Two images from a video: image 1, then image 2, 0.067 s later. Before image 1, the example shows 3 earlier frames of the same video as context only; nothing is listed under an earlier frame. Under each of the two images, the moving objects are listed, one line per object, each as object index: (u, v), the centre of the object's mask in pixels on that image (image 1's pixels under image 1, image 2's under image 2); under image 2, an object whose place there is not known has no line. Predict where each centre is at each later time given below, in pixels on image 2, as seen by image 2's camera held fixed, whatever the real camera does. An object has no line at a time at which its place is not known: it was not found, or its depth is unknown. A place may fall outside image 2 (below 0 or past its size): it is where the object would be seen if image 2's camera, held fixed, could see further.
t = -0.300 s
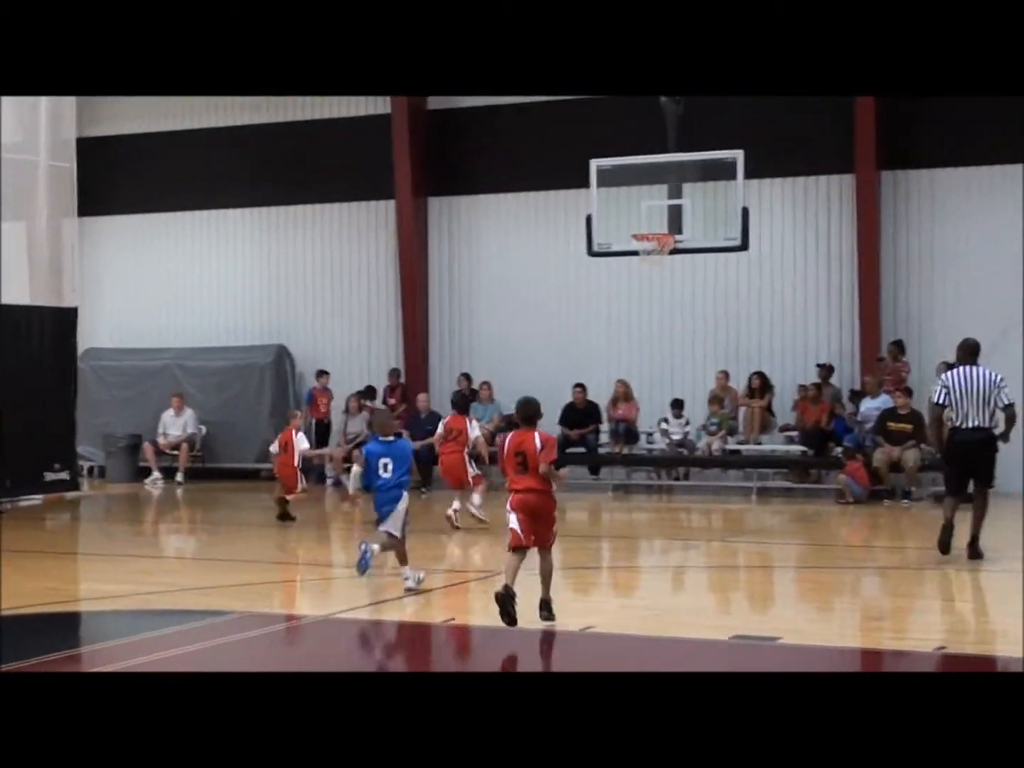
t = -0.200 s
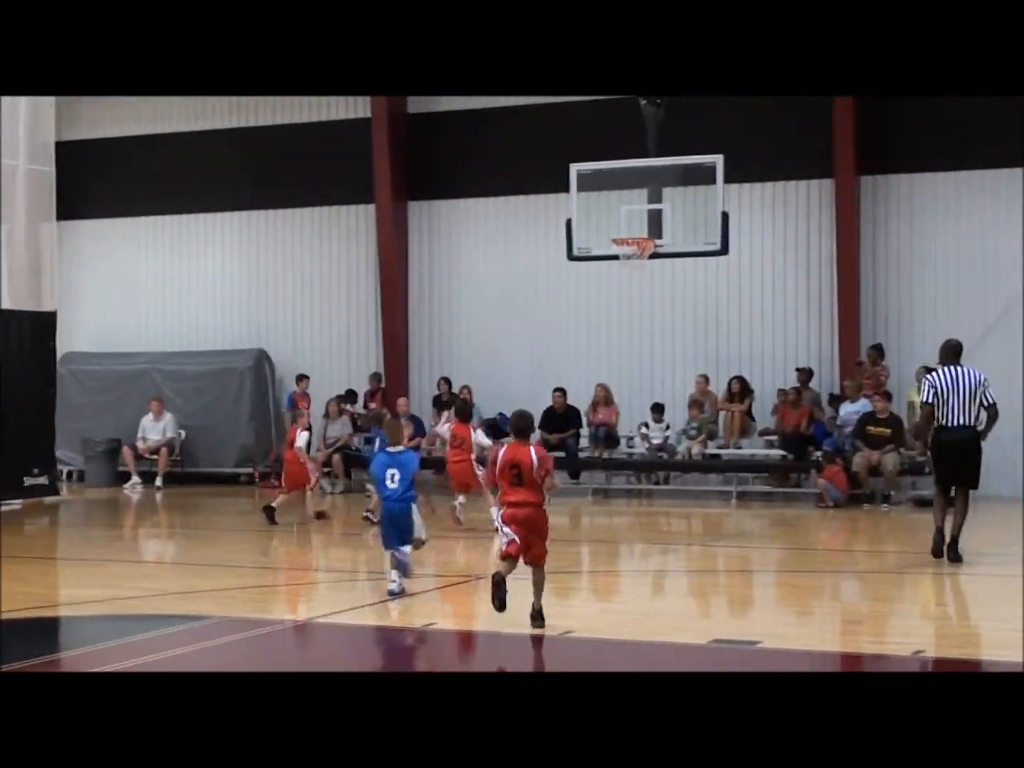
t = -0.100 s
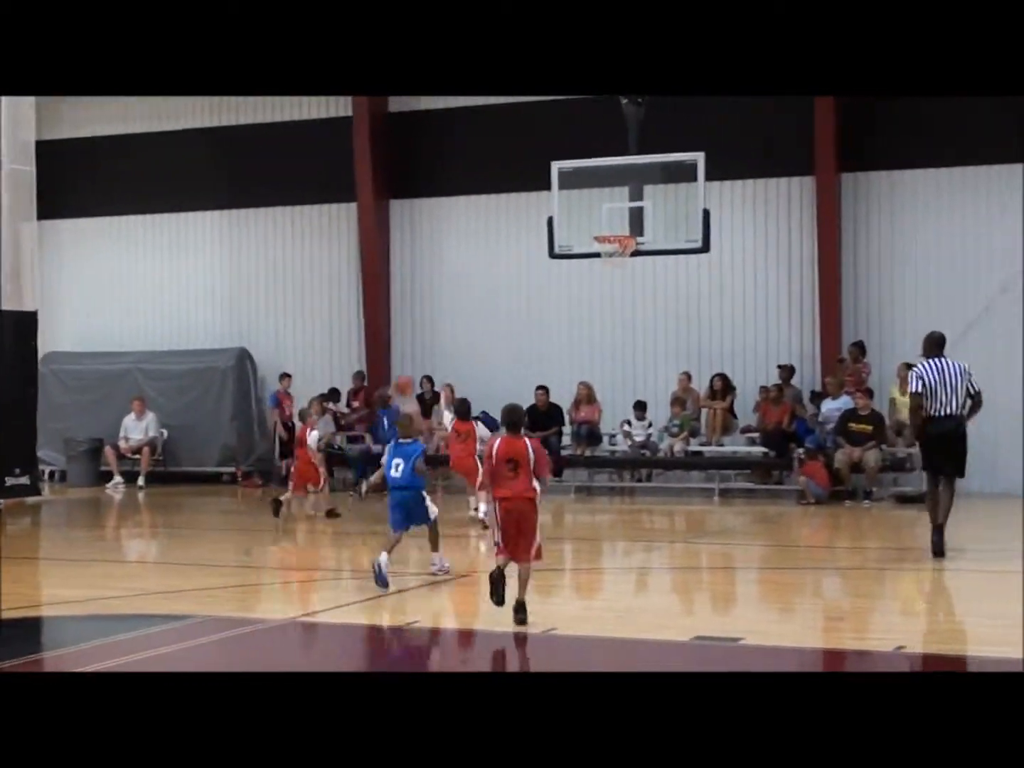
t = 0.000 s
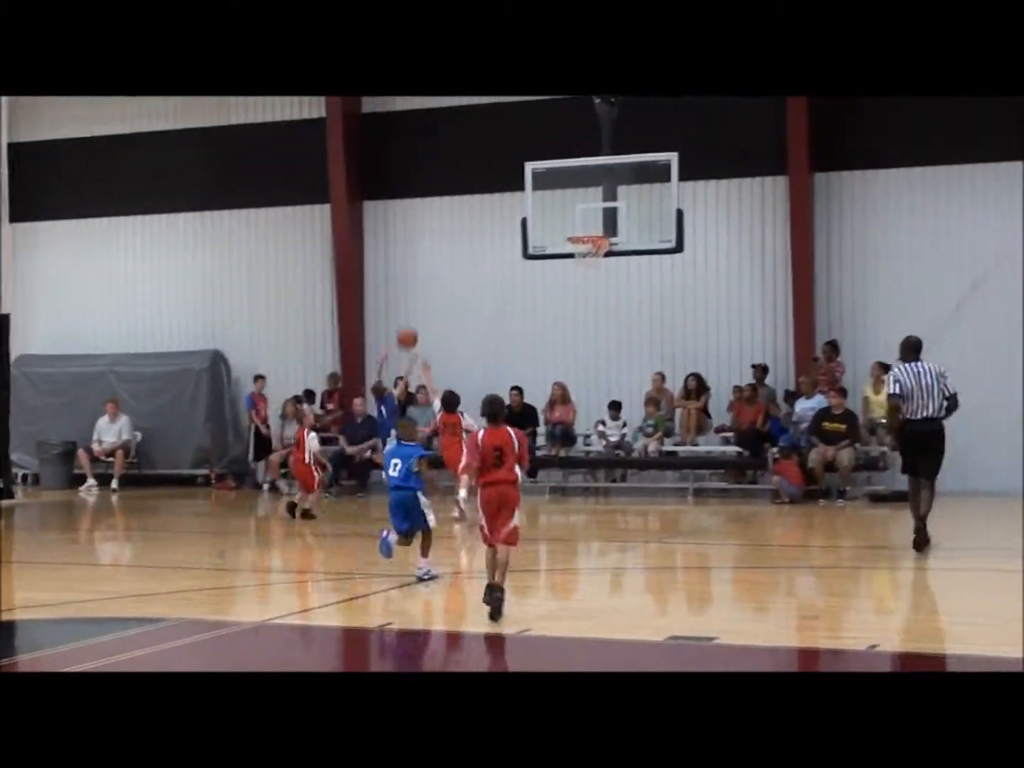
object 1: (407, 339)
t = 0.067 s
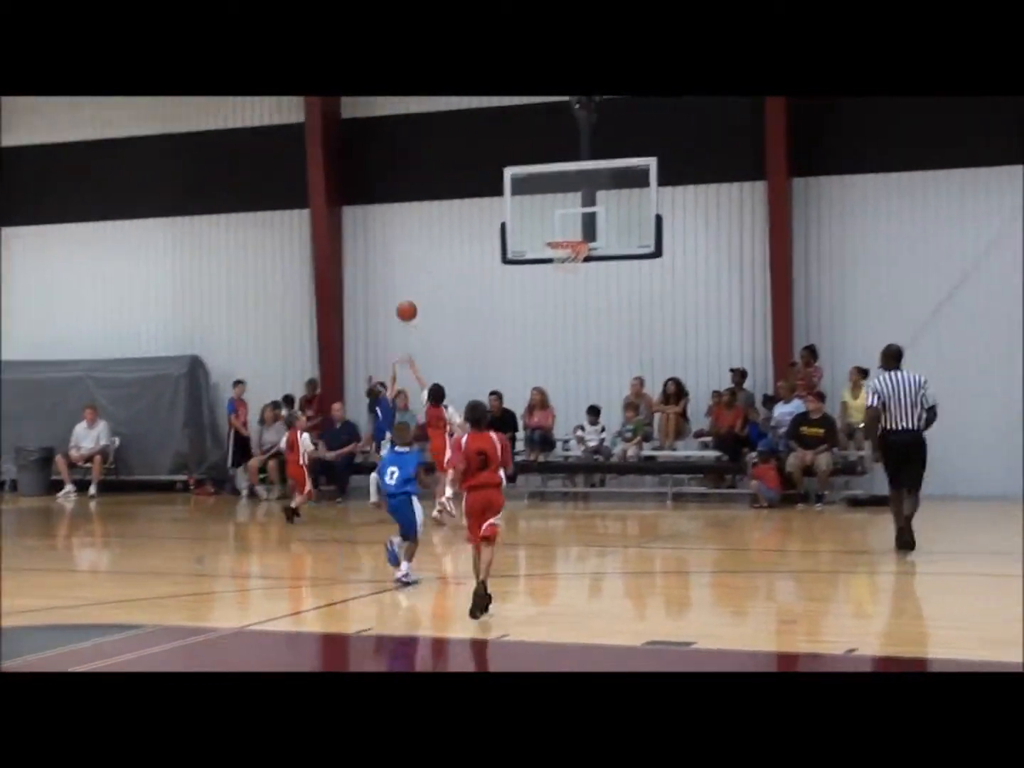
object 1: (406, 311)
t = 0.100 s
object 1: (417, 296)
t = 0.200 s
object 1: (452, 260)
